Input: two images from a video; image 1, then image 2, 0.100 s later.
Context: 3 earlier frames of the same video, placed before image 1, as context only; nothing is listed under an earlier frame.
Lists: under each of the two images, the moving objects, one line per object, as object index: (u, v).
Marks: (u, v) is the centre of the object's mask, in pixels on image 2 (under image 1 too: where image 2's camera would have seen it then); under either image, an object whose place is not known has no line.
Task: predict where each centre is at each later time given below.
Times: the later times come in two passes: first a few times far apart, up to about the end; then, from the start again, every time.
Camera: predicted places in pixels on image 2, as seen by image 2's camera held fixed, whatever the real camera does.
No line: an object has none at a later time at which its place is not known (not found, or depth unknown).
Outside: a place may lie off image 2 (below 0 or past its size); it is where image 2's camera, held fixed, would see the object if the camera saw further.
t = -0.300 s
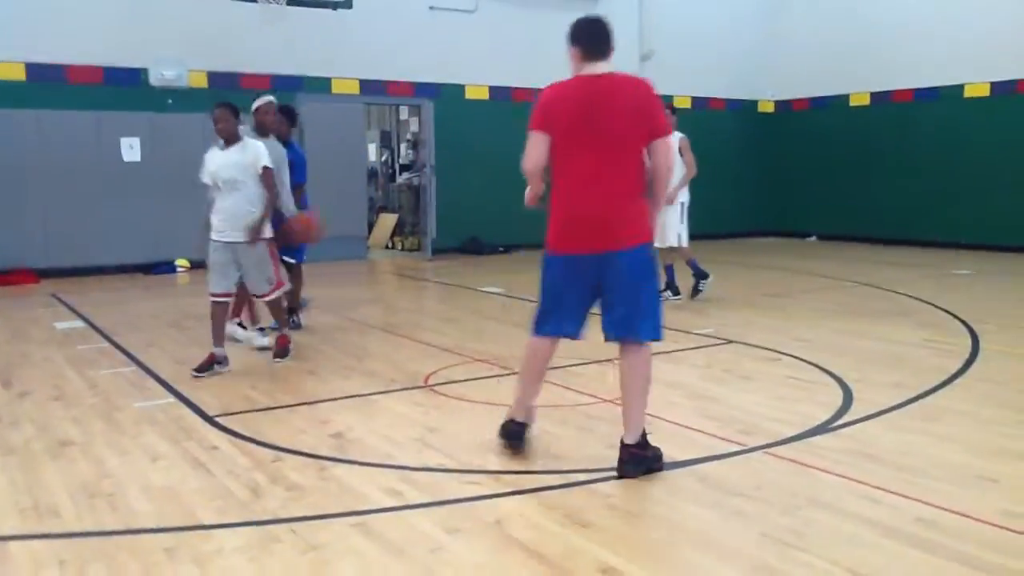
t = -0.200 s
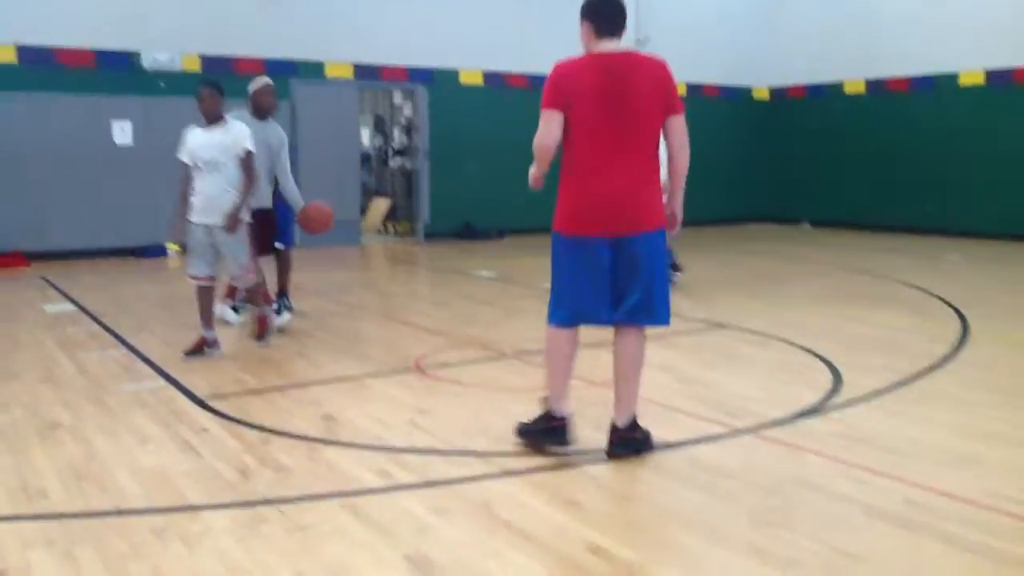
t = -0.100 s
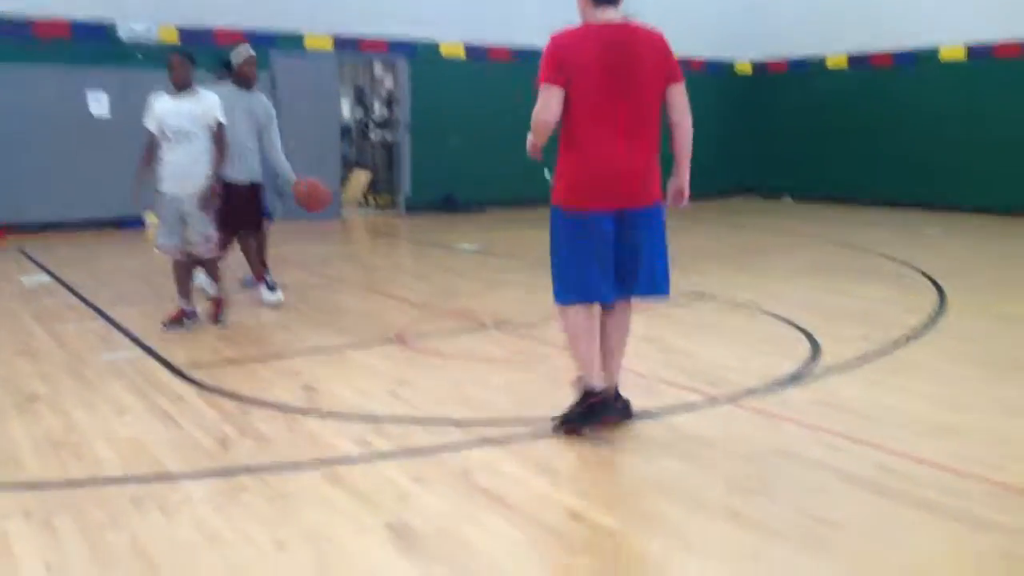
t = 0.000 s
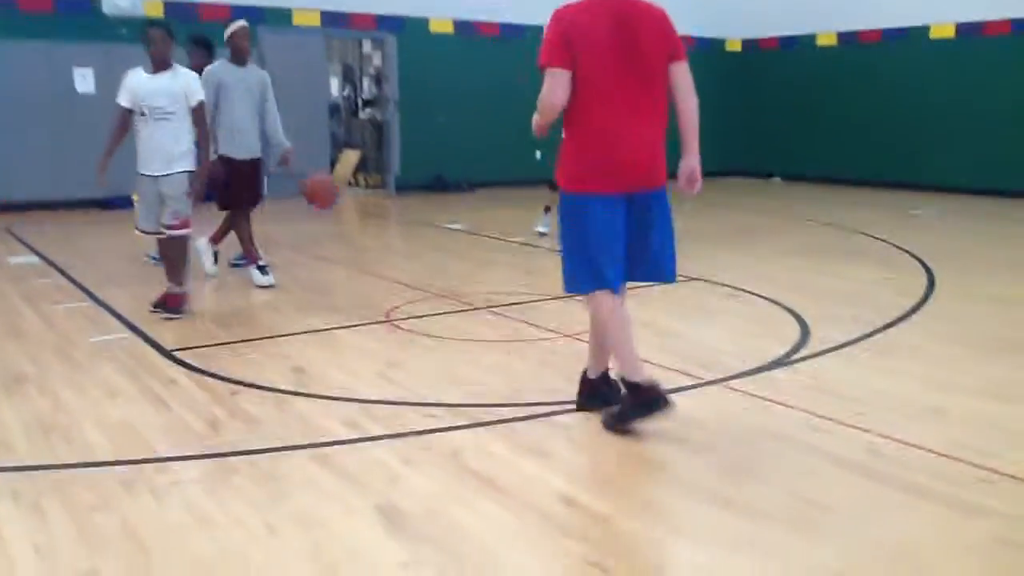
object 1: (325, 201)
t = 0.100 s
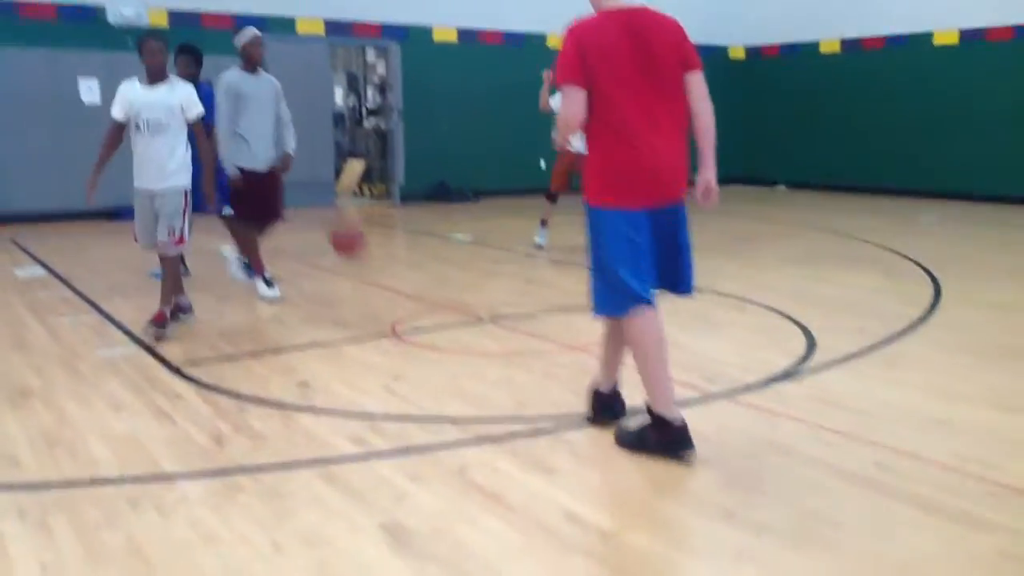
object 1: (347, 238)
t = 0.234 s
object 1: (377, 292)
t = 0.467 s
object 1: (418, 230)
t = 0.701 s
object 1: (468, 255)
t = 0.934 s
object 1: (529, 315)
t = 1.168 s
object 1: (602, 286)
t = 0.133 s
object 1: (355, 254)
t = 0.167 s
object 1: (362, 272)
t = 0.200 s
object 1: (370, 296)
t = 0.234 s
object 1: (377, 292)
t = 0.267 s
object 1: (382, 278)
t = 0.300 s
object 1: (388, 266)
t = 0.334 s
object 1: (394, 255)
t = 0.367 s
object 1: (399, 248)
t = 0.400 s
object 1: (405, 241)
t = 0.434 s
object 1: (411, 230)
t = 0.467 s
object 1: (418, 230)
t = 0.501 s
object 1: (423, 227)
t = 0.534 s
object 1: (430, 227)
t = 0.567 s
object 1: (436, 229)
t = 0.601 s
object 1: (445, 232)
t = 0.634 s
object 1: (453, 237)
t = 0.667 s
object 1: (462, 246)
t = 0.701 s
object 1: (468, 255)
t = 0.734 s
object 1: (476, 269)
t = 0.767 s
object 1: (484, 284)
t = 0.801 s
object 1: (492, 300)
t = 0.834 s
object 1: (501, 319)
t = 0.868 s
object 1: (512, 339)
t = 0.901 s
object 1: (520, 327)
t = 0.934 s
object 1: (529, 315)
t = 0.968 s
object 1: (538, 305)
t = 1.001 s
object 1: (548, 296)
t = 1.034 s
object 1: (558, 290)
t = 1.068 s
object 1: (569, 286)
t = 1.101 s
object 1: (579, 284)
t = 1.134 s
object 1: (591, 284)
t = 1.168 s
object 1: (602, 286)
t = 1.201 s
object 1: (615, 292)
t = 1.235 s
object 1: (627, 299)
